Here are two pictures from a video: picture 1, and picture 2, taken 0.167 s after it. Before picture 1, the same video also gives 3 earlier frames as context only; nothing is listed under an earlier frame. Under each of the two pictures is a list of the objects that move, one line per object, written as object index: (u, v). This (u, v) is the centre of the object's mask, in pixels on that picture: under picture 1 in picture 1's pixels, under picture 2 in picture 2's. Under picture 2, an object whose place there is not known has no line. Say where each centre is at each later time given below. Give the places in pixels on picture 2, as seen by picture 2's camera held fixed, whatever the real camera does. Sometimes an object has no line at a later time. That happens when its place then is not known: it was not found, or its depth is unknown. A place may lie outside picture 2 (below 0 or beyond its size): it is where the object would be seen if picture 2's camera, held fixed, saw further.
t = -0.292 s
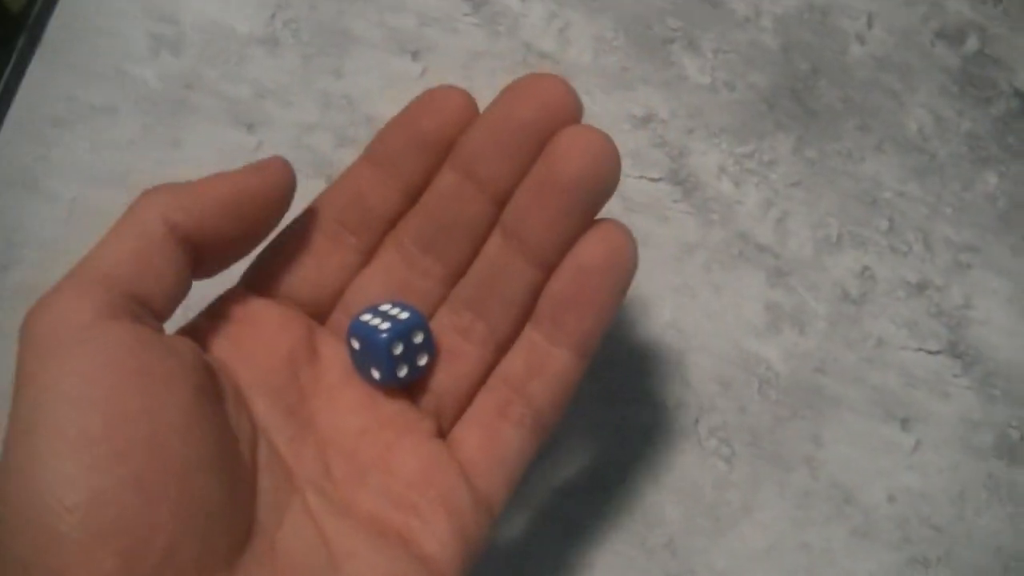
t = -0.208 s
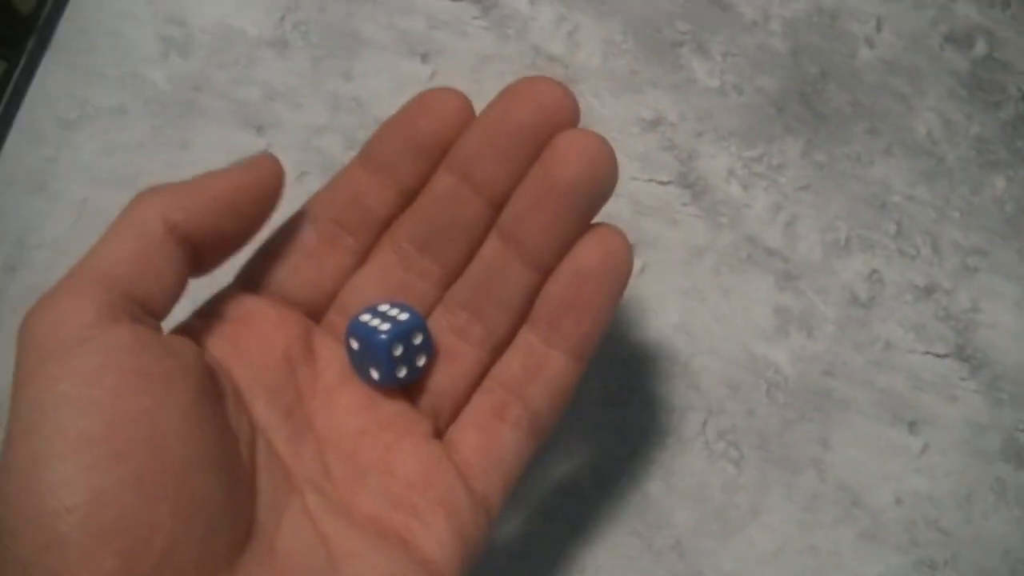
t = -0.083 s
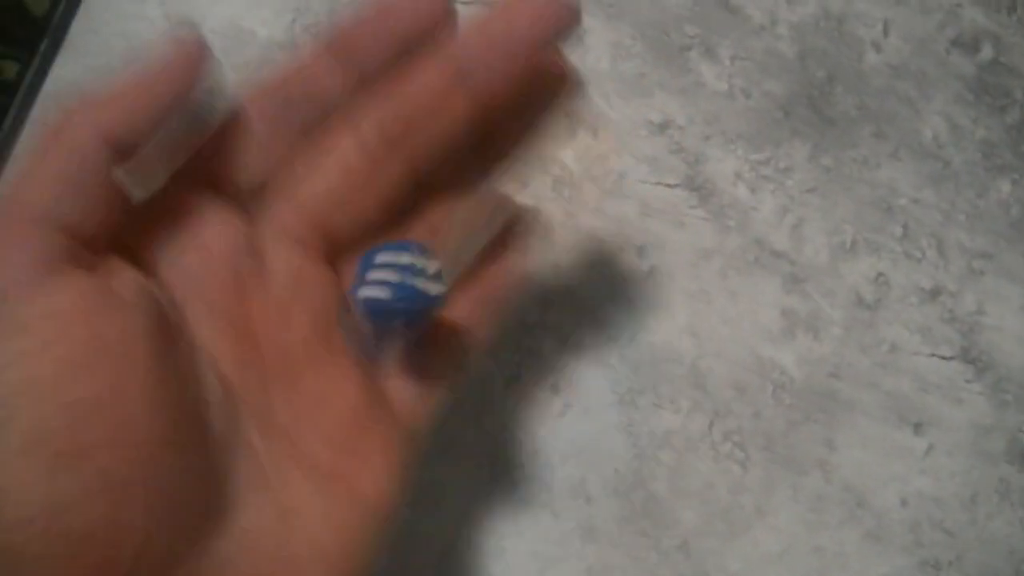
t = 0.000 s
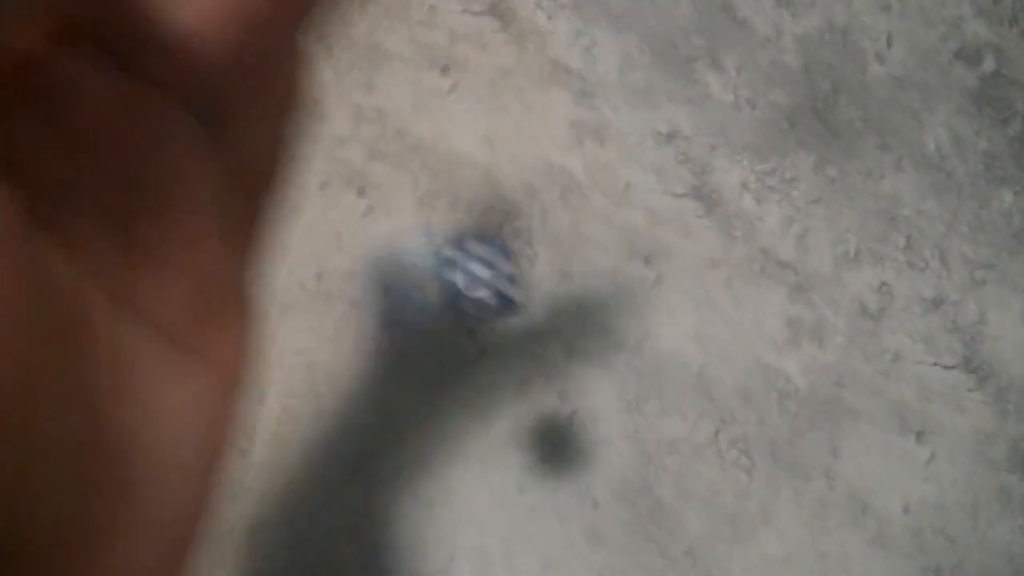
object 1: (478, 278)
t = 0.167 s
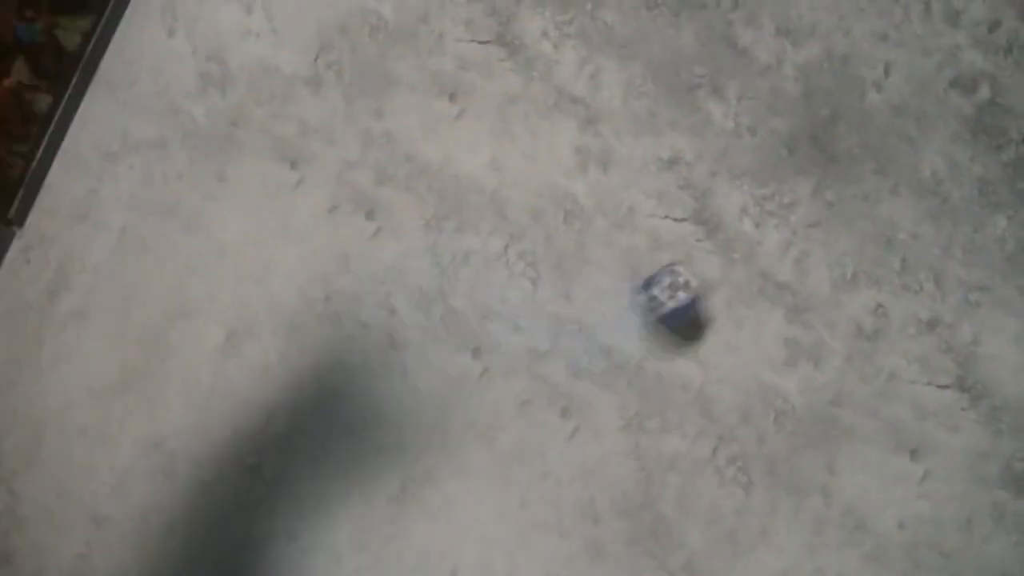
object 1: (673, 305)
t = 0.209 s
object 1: (714, 290)
